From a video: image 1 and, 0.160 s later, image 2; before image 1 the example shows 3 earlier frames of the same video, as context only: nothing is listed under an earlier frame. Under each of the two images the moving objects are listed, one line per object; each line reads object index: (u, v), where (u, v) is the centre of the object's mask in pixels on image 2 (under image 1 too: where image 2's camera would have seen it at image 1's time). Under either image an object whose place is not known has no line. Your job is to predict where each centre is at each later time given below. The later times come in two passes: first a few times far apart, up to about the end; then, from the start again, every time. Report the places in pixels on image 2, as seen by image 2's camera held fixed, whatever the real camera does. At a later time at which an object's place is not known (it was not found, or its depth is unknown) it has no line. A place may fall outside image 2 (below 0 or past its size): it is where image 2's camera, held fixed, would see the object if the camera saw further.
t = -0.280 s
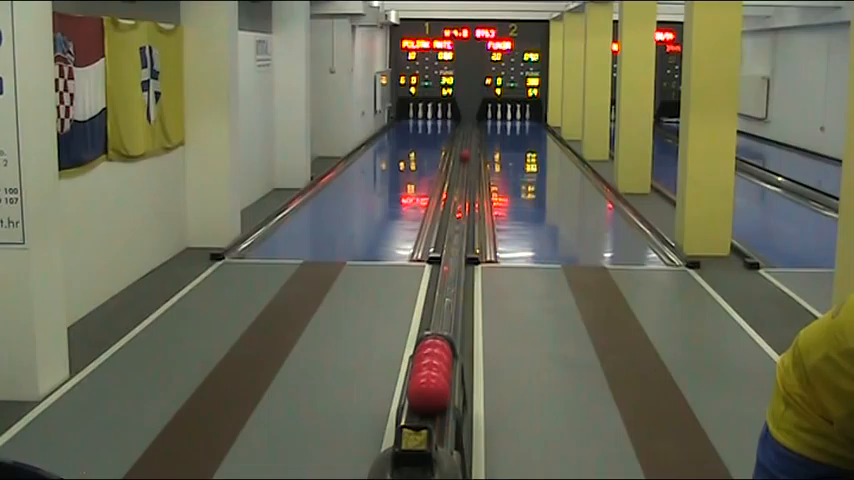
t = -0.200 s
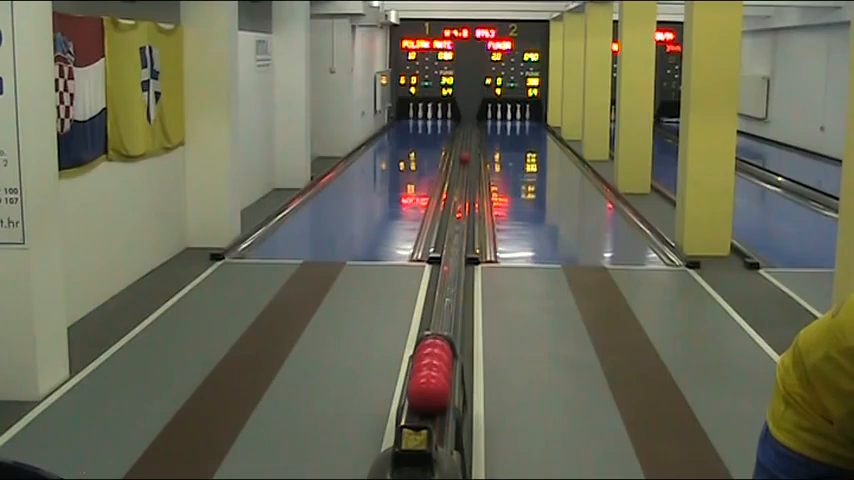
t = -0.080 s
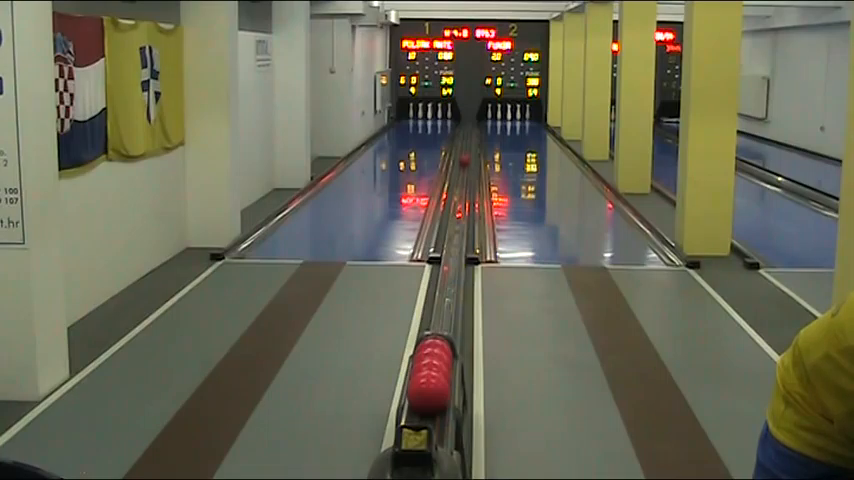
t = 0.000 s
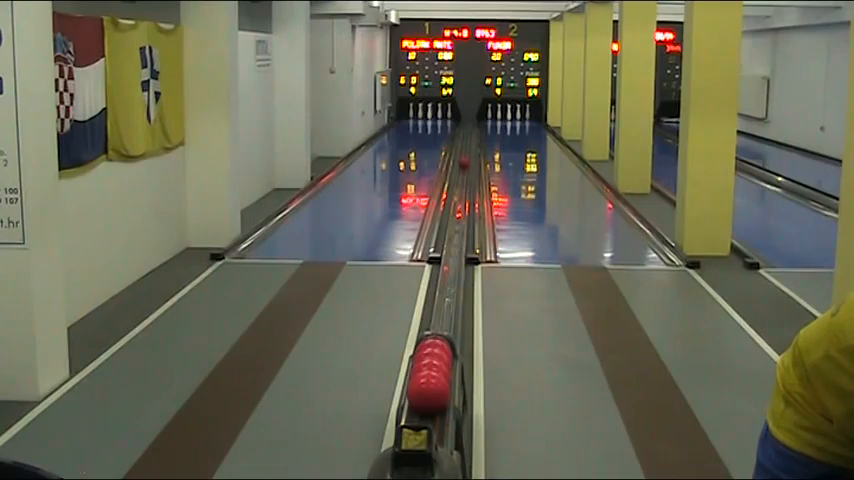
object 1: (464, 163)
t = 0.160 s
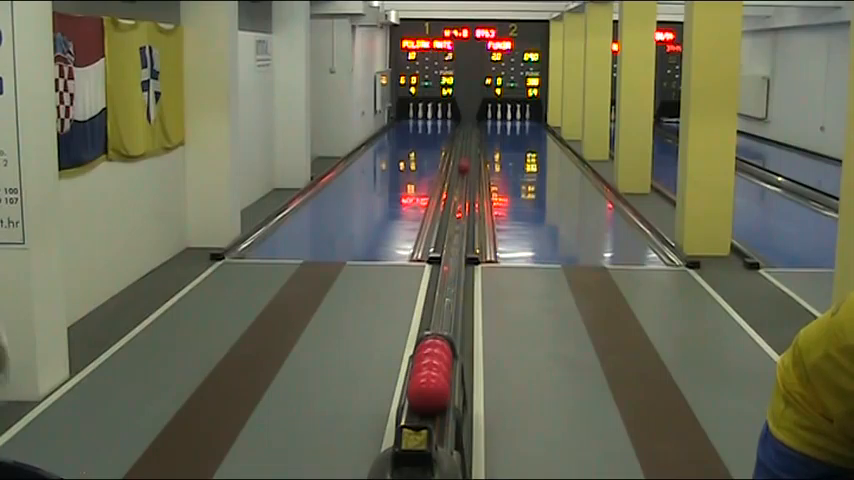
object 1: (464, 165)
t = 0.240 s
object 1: (463, 166)
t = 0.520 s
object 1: (462, 177)
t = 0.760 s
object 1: (461, 186)
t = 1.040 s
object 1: (460, 197)
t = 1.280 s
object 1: (459, 208)
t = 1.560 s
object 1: (456, 226)
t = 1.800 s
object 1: (454, 241)
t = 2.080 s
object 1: (453, 263)
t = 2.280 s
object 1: (450, 282)
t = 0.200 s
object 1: (464, 166)
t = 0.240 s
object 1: (463, 166)
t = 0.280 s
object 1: (463, 171)
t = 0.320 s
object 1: (463, 171)
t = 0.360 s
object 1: (463, 172)
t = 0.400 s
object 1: (463, 174)
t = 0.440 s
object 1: (462, 175)
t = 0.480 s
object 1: (462, 176)
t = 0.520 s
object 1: (462, 177)
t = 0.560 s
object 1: (462, 178)
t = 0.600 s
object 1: (462, 180)
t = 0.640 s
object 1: (461, 182)
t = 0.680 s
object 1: (461, 183)
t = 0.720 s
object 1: (461, 185)
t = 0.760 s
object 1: (461, 186)
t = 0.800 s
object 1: (461, 187)
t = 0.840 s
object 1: (461, 188)
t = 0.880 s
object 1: (461, 191)
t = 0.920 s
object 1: (461, 193)
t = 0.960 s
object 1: (461, 194)
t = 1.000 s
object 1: (460, 196)
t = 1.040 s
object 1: (460, 197)
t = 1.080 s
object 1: (460, 199)
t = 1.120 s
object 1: (459, 202)
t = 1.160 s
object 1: (459, 204)
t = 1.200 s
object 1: (459, 206)
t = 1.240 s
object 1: (459, 207)
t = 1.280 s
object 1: (459, 208)
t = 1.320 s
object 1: (458, 210)
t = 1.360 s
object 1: (458, 212)
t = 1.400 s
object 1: (458, 214)
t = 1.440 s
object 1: (458, 216)
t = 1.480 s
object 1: (457, 220)
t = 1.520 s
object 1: (457, 223)
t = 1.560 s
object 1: (456, 226)
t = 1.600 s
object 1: (456, 228)
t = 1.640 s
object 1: (456, 230)
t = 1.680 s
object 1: (456, 232)
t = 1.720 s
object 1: (455, 235)
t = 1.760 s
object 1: (455, 238)
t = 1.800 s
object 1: (454, 241)
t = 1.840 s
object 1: (454, 244)
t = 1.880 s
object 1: (454, 245)
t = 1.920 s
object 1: (454, 249)
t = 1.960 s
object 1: (453, 252)
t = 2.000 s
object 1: (453, 256)
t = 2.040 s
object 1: (452, 259)
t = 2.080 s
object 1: (453, 263)
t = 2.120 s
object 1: (452, 267)
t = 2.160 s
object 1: (451, 271)
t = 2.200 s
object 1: (451, 274)
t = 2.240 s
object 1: (450, 278)
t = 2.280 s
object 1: (450, 282)
